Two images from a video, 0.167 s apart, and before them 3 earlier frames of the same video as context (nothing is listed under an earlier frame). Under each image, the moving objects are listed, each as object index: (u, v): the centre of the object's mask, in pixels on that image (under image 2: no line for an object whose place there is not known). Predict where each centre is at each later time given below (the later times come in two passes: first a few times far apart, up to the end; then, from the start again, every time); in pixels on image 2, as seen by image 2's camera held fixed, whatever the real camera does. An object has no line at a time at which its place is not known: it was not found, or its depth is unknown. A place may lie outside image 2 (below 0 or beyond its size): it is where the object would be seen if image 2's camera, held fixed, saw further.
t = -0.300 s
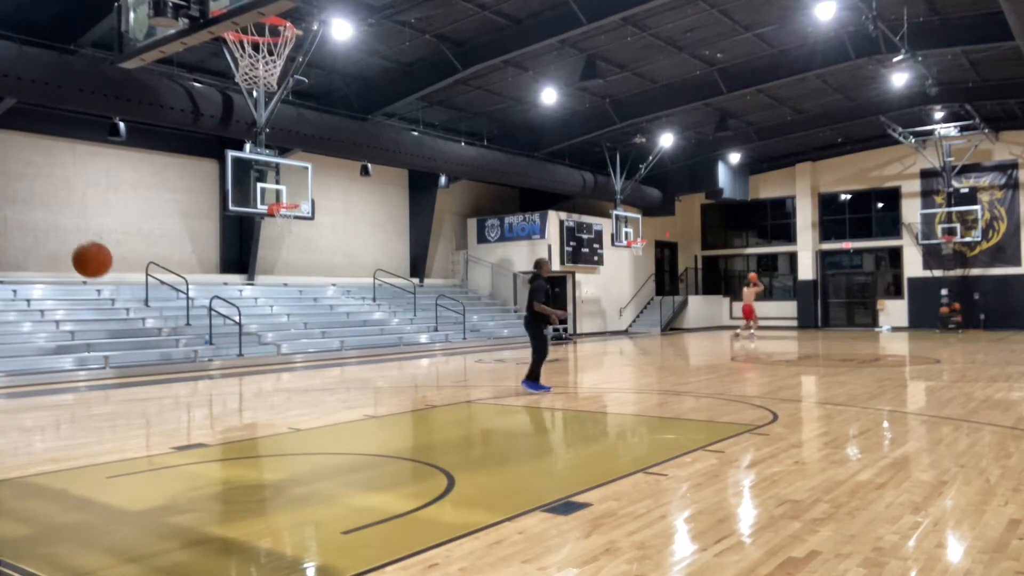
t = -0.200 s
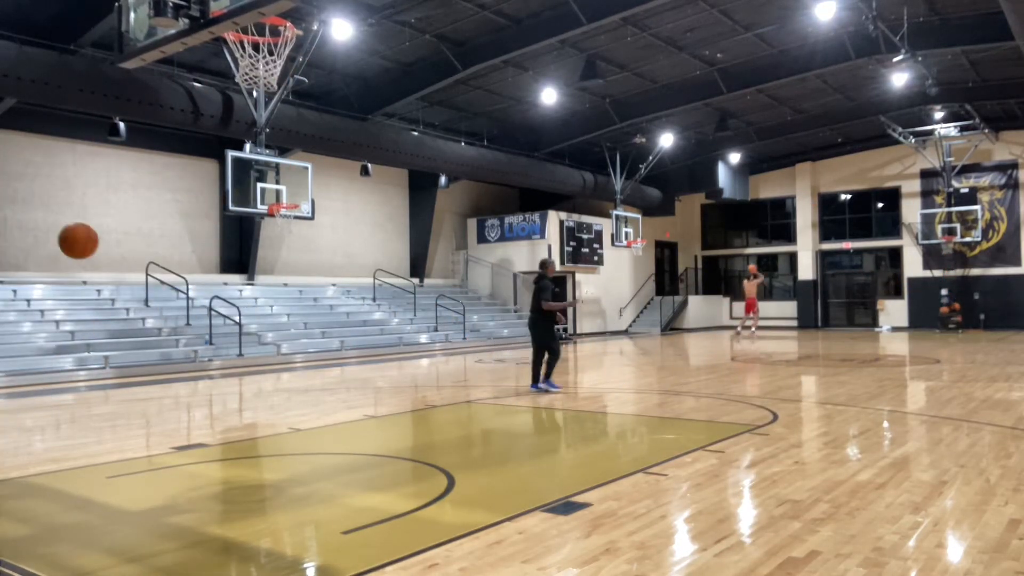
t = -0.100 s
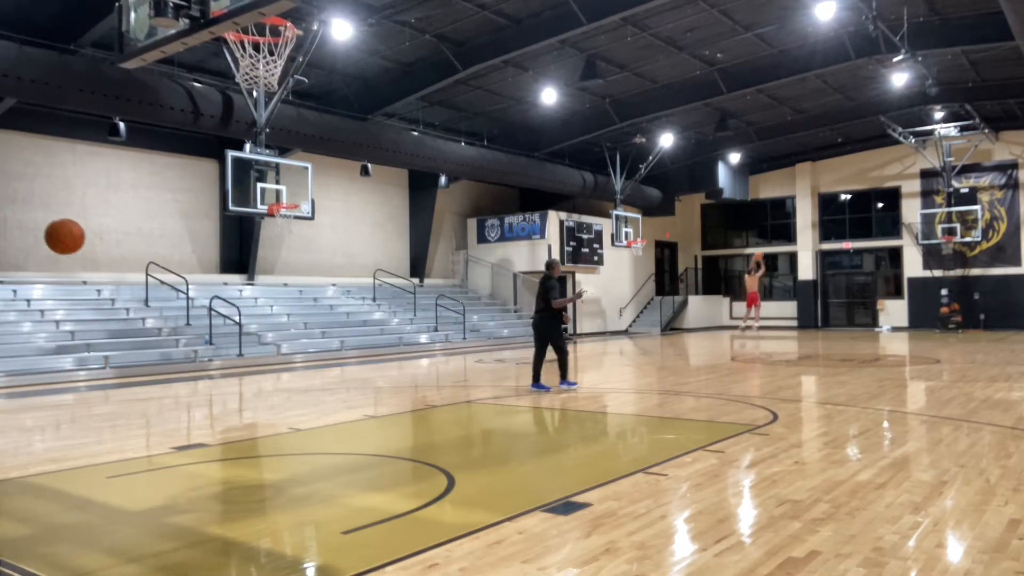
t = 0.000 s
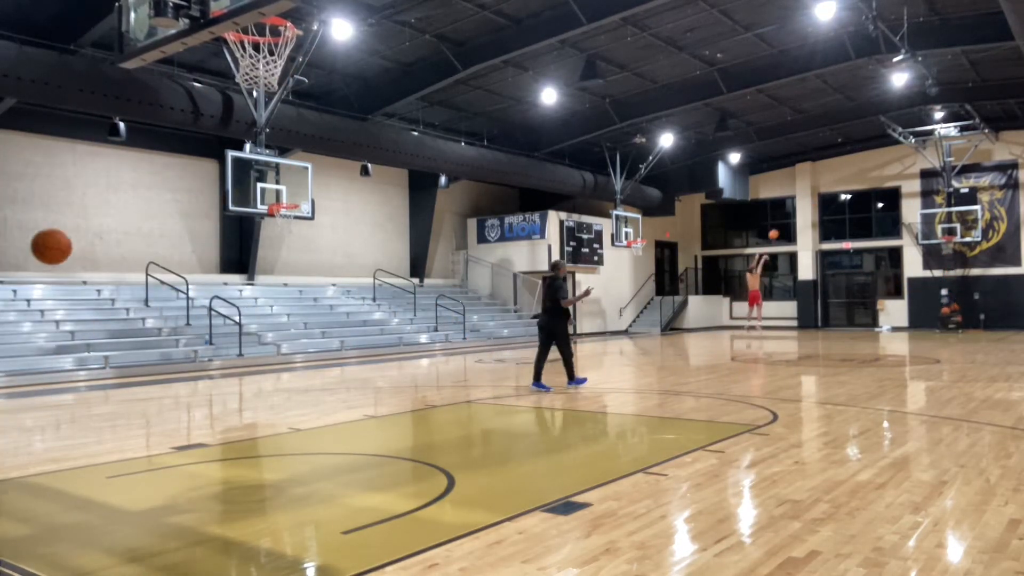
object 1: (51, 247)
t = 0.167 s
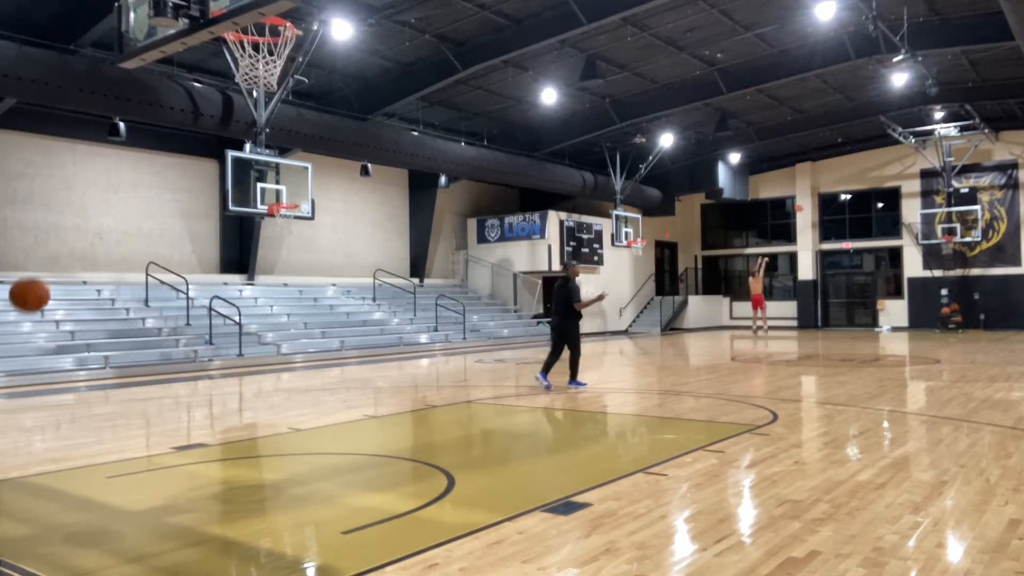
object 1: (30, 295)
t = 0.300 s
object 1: (16, 361)
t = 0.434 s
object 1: (7, 449)
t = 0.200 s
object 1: (25, 310)
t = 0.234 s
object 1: (21, 325)
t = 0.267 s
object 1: (18, 343)
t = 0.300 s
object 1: (16, 361)
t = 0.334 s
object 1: (13, 382)
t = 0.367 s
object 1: (11, 402)
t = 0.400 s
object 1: (9, 425)
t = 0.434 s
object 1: (7, 449)
